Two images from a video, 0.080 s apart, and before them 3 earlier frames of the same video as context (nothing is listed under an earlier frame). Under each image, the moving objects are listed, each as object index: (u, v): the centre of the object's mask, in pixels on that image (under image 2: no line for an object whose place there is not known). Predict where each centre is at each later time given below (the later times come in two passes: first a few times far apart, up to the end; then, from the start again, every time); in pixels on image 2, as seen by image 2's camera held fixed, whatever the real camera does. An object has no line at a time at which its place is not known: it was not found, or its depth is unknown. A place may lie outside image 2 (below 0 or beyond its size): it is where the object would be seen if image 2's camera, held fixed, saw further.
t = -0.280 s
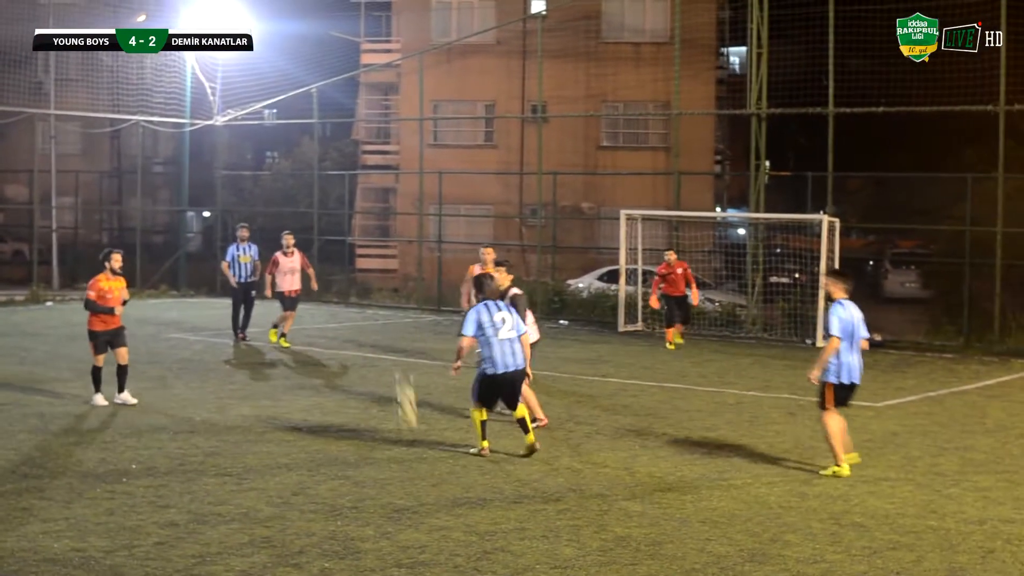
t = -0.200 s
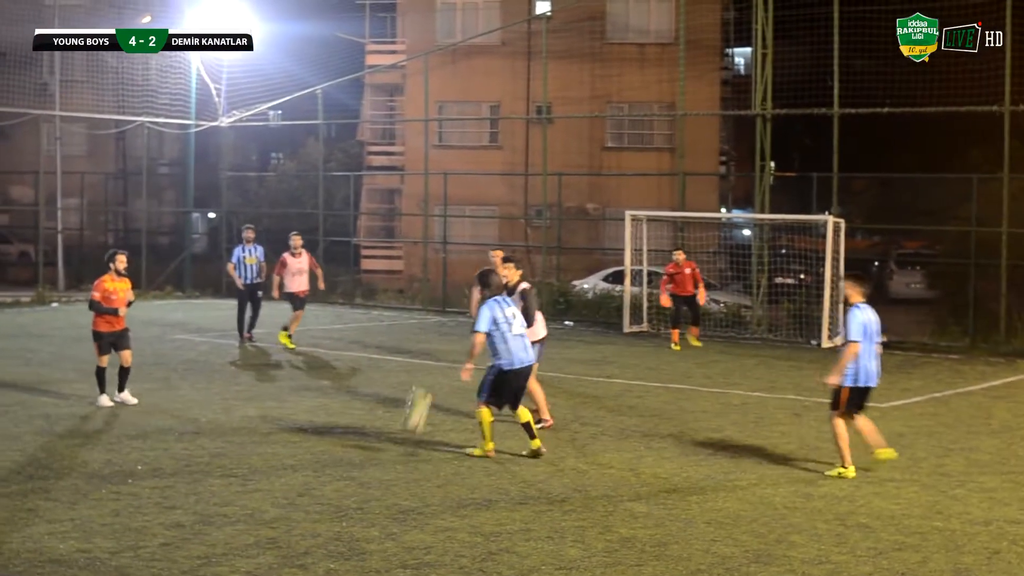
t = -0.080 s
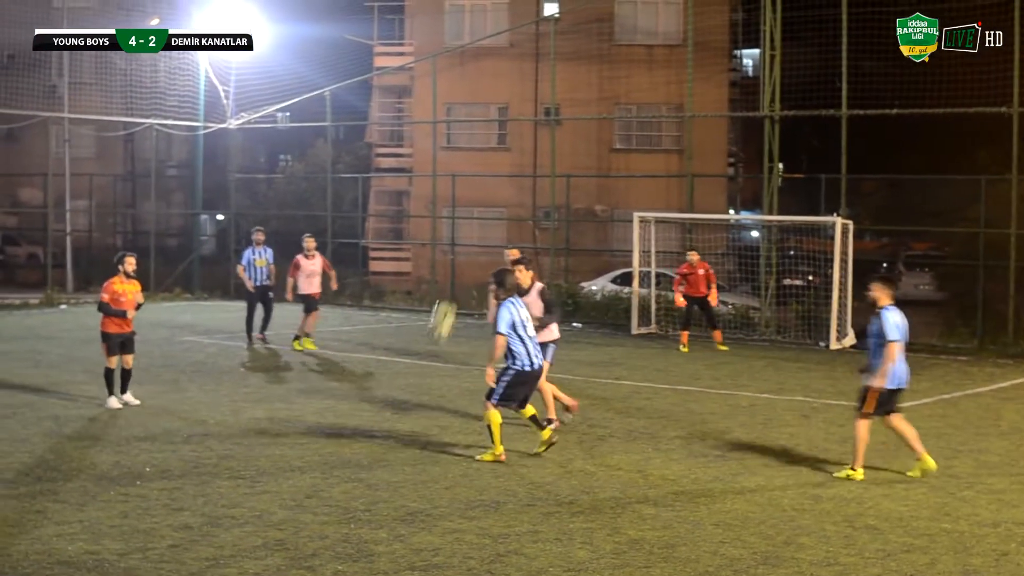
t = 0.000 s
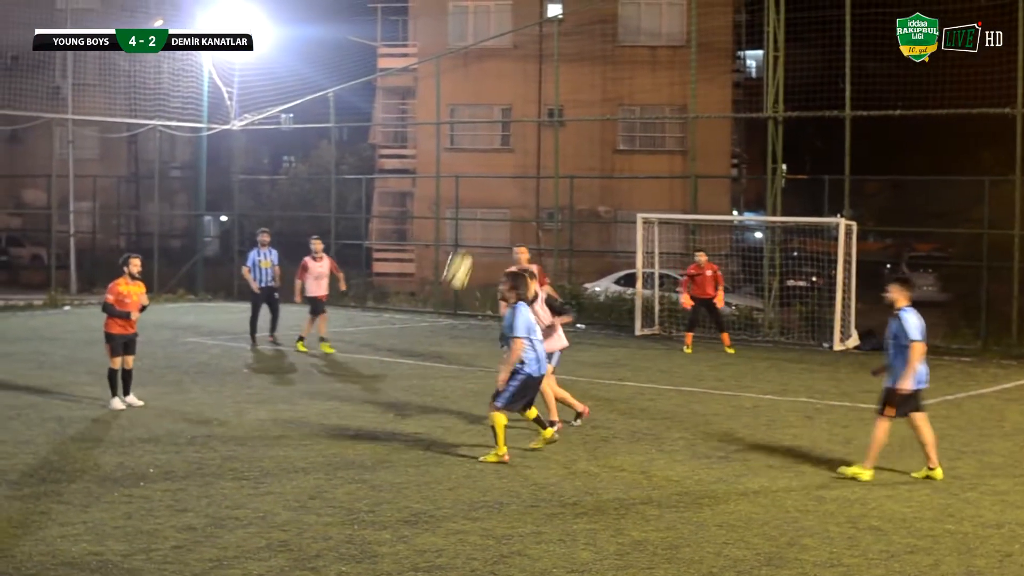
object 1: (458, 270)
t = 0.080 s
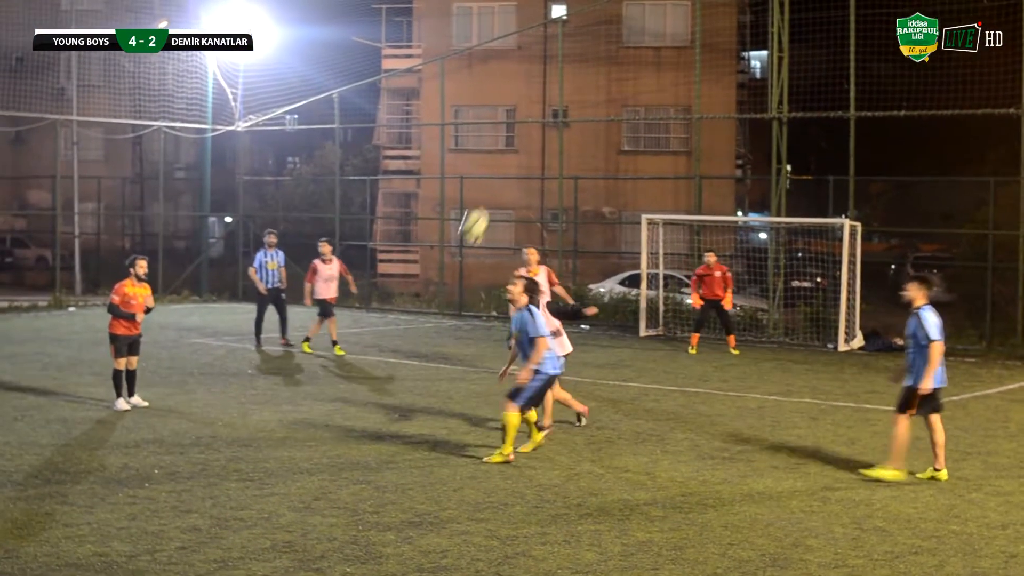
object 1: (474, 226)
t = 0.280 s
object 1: (506, 141)
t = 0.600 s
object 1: (555, 99)
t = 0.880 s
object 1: (599, 160)
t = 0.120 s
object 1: (480, 205)
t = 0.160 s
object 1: (486, 186)
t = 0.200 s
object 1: (493, 169)
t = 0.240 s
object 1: (499, 154)
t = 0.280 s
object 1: (506, 141)
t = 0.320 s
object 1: (512, 129)
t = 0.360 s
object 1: (518, 120)
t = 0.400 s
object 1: (523, 112)
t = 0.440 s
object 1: (531, 105)
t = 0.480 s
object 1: (536, 101)
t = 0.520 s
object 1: (543, 98)
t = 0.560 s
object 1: (549, 98)
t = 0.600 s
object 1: (555, 99)
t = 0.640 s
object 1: (562, 102)
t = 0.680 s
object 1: (568, 107)
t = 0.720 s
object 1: (574, 113)
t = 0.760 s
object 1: (580, 122)
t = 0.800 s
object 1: (586, 133)
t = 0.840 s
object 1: (593, 145)
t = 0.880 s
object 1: (599, 160)
